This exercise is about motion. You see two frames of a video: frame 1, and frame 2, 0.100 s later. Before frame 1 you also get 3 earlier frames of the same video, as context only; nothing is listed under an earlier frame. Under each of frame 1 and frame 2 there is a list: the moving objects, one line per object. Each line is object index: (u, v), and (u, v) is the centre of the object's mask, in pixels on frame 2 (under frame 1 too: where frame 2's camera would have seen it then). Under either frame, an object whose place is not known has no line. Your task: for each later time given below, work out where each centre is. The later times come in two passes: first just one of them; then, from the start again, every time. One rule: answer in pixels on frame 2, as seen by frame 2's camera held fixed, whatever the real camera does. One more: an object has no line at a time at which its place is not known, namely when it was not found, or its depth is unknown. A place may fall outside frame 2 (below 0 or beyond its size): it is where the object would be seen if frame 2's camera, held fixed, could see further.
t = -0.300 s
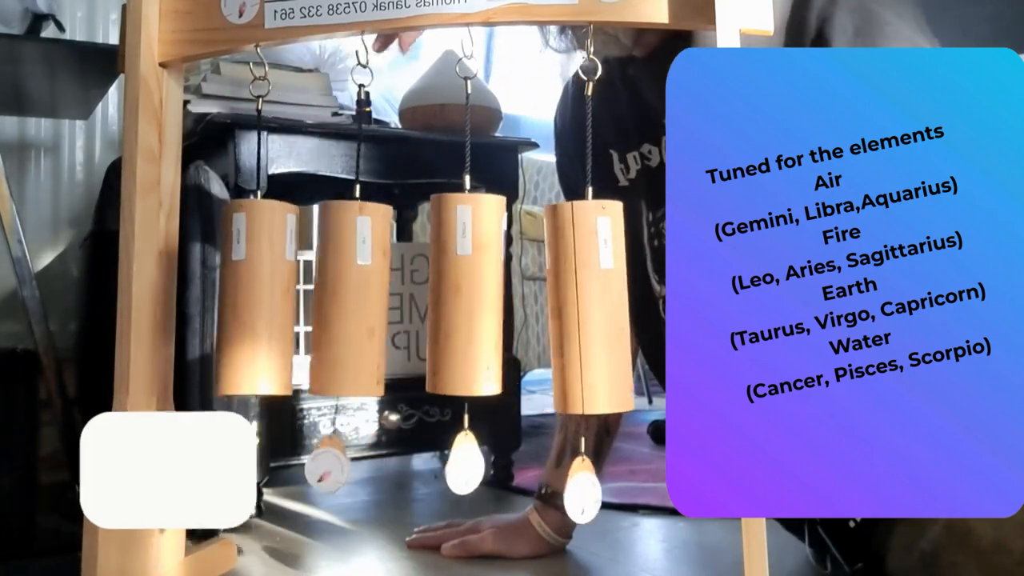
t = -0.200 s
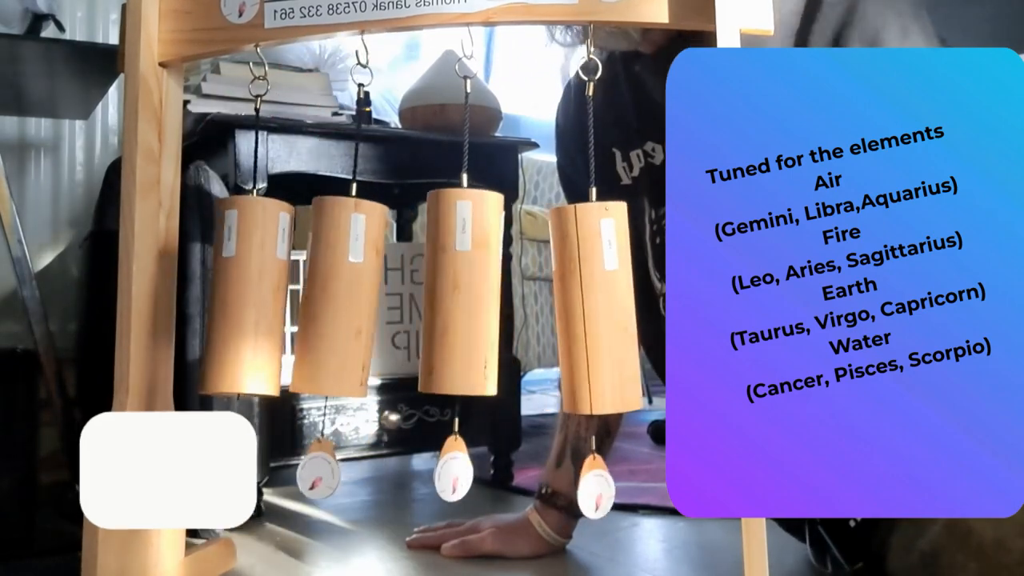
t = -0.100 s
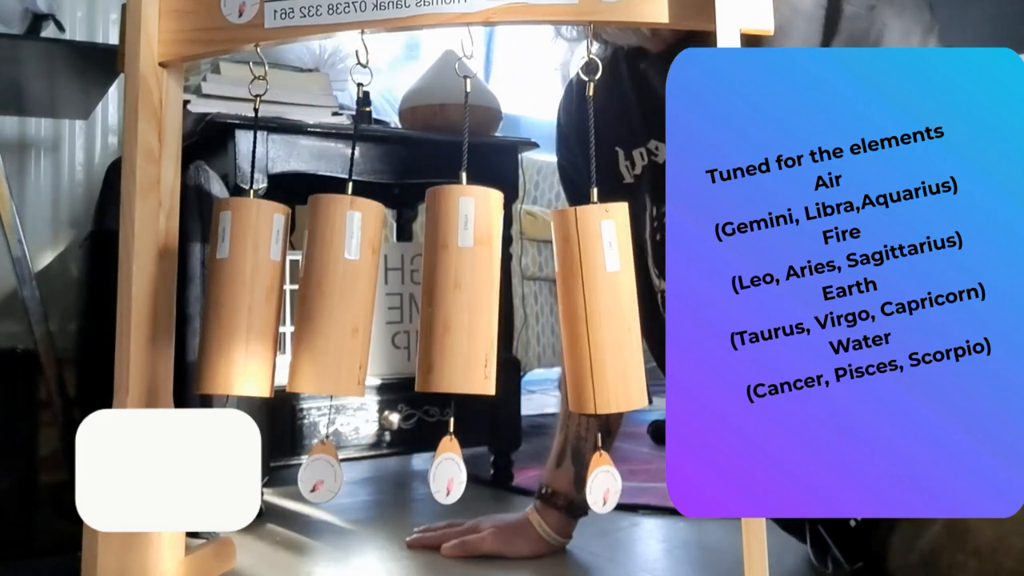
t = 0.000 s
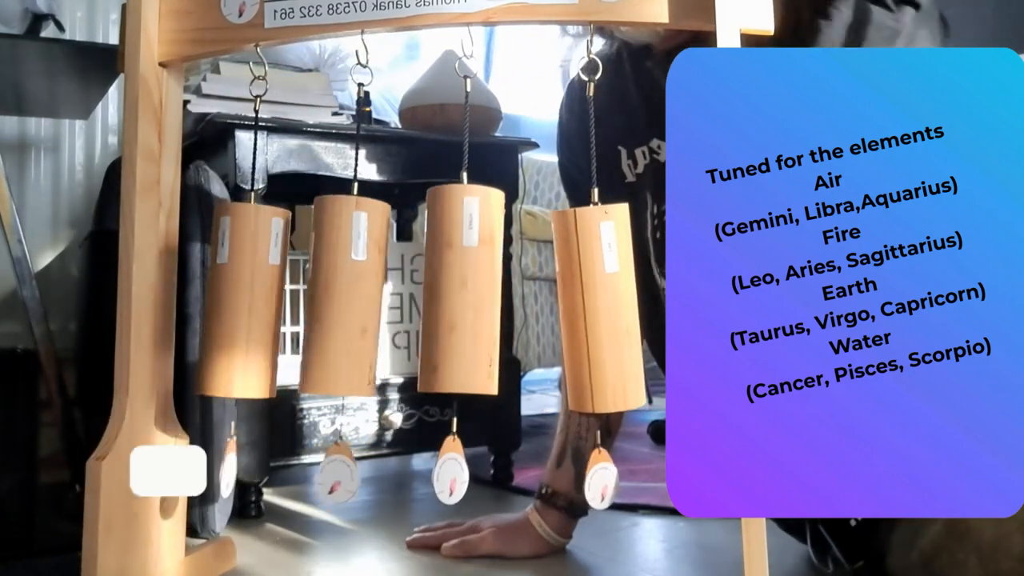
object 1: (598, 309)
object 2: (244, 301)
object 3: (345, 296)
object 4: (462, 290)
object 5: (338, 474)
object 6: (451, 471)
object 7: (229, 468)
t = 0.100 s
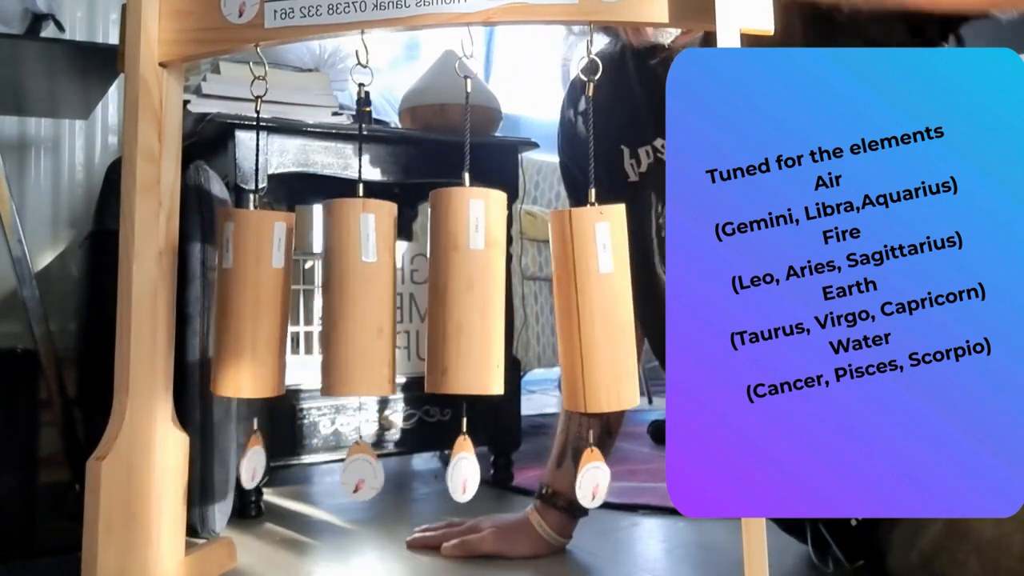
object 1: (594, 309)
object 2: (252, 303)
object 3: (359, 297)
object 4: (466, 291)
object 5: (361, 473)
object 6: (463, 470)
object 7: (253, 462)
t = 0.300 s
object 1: (581, 308)
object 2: (271, 299)
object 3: (385, 298)
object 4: (475, 294)
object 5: (392, 459)
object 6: (488, 455)
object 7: (296, 445)
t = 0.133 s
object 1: (592, 309)
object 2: (255, 302)
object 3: (364, 298)
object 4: (468, 292)
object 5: (368, 472)
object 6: (468, 469)
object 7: (263, 459)
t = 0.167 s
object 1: (590, 309)
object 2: (258, 301)
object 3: (370, 299)
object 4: (470, 293)
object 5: (375, 470)
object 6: (473, 467)
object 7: (272, 455)
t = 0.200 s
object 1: (587, 309)
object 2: (262, 300)
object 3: (374, 298)
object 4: (471, 293)
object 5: (380, 468)
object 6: (478, 465)
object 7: (281, 451)
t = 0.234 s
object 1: (585, 309)
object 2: (265, 300)
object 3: (378, 298)
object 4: (473, 294)
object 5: (384, 465)
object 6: (482, 462)
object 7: (288, 448)
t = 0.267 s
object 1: (583, 308)
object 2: (268, 299)
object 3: (382, 298)
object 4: (474, 294)
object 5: (389, 462)
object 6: (486, 459)
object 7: (293, 446)
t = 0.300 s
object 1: (581, 308)
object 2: (271, 299)
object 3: (385, 298)
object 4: (475, 294)
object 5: (392, 459)
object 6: (488, 455)
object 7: (296, 445)
